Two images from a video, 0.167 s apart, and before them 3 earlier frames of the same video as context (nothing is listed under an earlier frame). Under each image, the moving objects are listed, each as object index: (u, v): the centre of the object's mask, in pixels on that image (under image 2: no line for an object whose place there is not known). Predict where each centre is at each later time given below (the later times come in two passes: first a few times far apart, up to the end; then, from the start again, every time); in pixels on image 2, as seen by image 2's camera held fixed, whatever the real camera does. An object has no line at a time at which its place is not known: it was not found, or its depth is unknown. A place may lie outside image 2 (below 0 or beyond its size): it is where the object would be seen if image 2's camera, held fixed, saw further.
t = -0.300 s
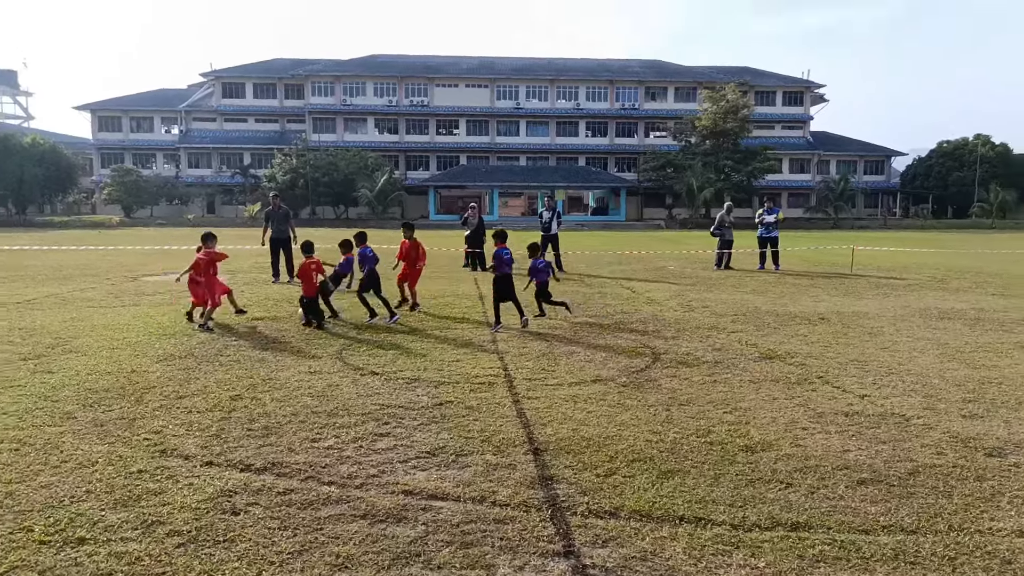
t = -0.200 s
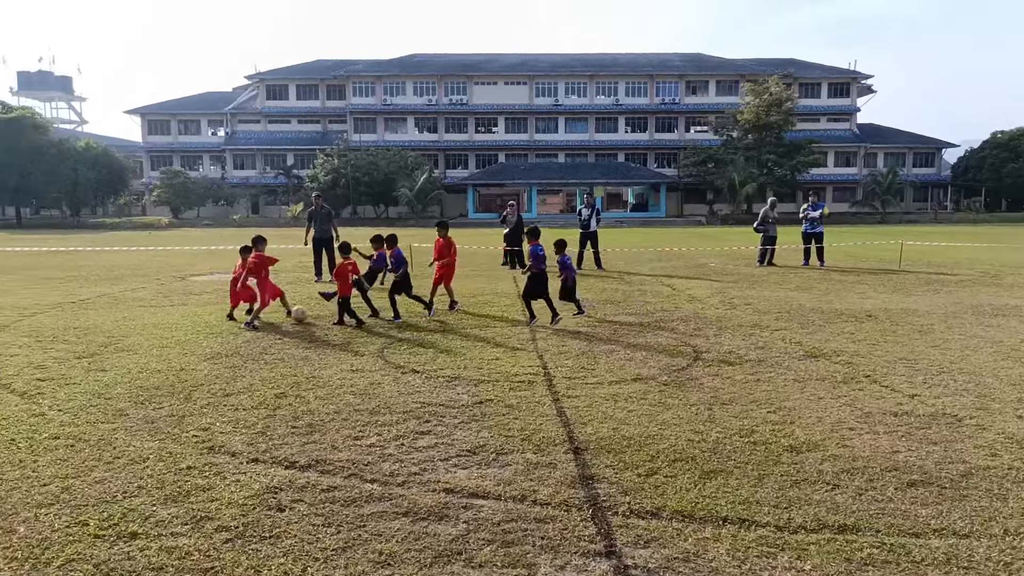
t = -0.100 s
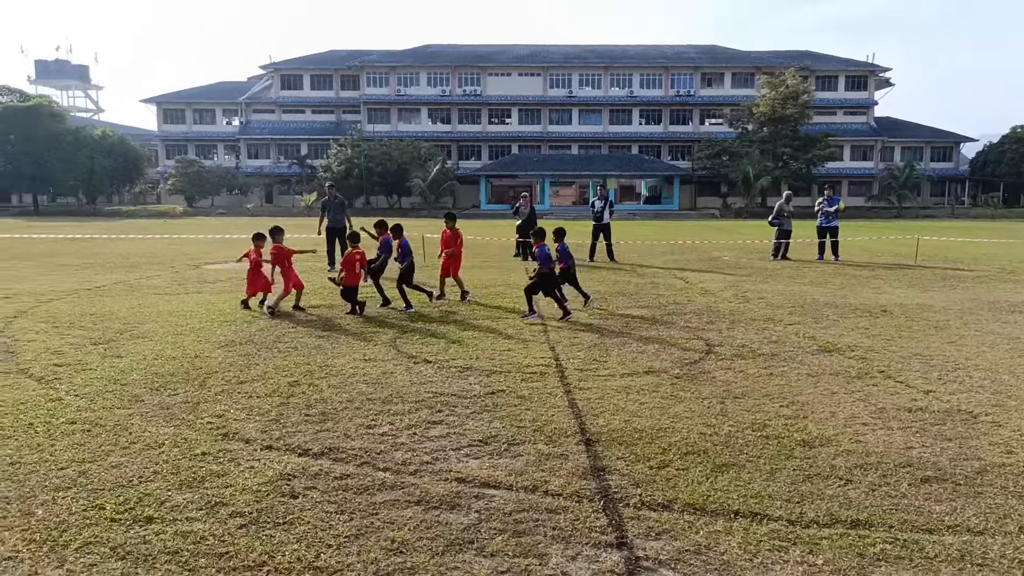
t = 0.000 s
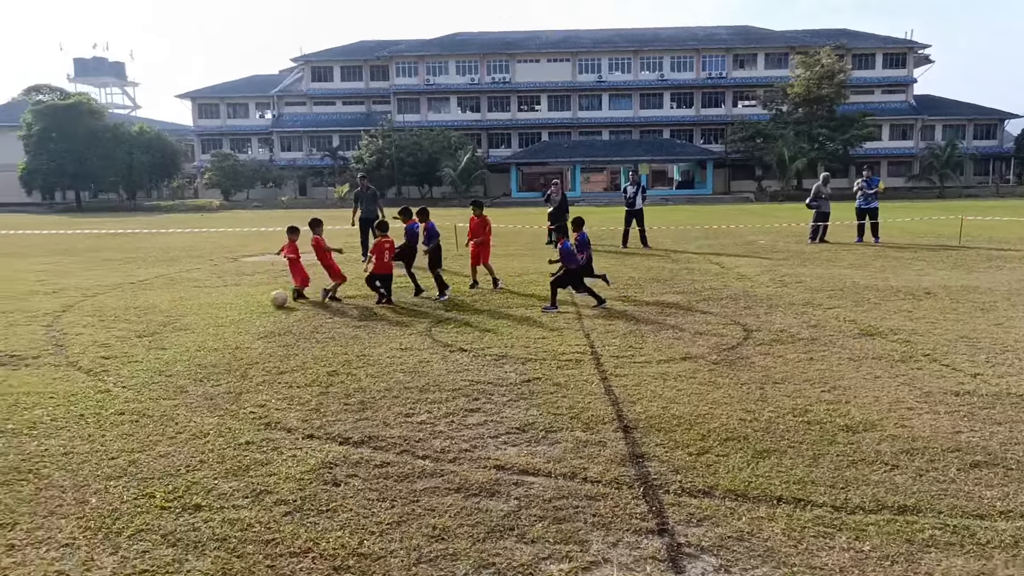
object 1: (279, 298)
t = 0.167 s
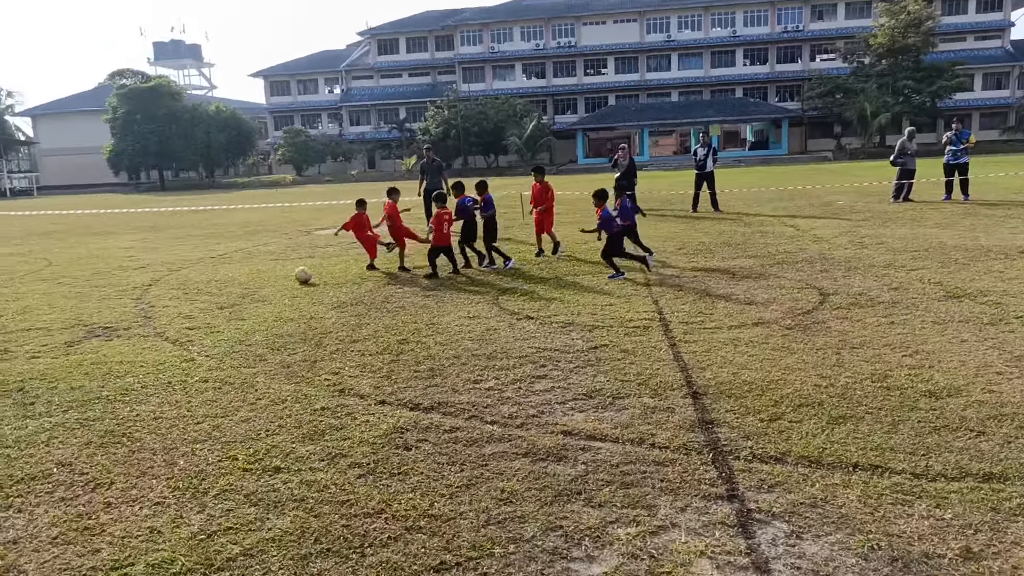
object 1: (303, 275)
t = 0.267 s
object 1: (276, 277)
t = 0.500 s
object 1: (216, 279)
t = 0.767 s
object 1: (145, 287)
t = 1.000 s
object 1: (83, 293)
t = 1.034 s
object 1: (75, 293)
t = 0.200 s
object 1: (295, 275)
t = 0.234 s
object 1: (286, 276)
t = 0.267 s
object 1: (276, 277)
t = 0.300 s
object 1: (267, 278)
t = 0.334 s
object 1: (258, 278)
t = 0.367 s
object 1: (250, 277)
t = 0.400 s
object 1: (241, 276)
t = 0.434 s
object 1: (233, 276)
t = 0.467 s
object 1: (224, 277)
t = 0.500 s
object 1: (216, 279)
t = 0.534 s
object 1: (206, 282)
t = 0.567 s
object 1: (199, 283)
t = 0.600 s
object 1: (190, 284)
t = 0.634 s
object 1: (182, 285)
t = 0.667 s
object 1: (173, 286)
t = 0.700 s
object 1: (164, 286)
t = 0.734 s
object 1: (154, 287)
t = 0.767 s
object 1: (145, 287)
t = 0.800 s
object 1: (137, 288)
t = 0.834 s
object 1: (128, 290)
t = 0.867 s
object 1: (119, 290)
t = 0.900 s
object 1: (111, 290)
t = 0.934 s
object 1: (102, 291)
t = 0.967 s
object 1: (93, 292)
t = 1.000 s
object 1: (83, 293)
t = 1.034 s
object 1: (75, 293)
